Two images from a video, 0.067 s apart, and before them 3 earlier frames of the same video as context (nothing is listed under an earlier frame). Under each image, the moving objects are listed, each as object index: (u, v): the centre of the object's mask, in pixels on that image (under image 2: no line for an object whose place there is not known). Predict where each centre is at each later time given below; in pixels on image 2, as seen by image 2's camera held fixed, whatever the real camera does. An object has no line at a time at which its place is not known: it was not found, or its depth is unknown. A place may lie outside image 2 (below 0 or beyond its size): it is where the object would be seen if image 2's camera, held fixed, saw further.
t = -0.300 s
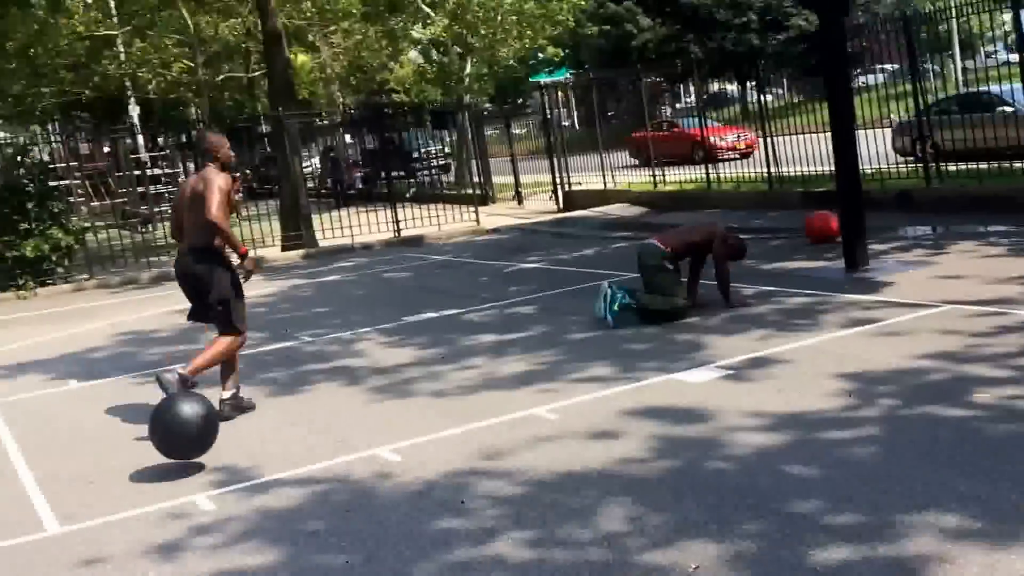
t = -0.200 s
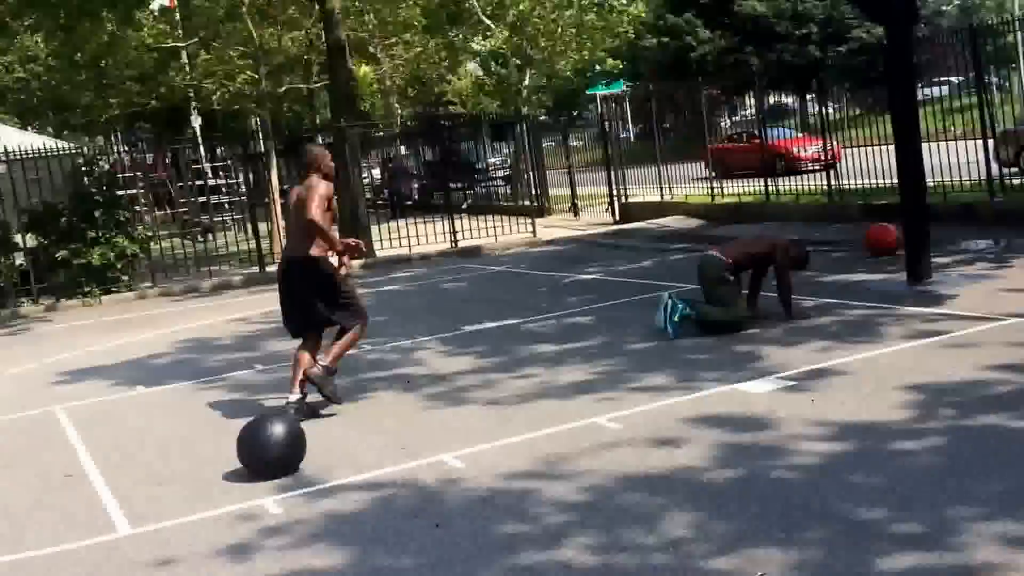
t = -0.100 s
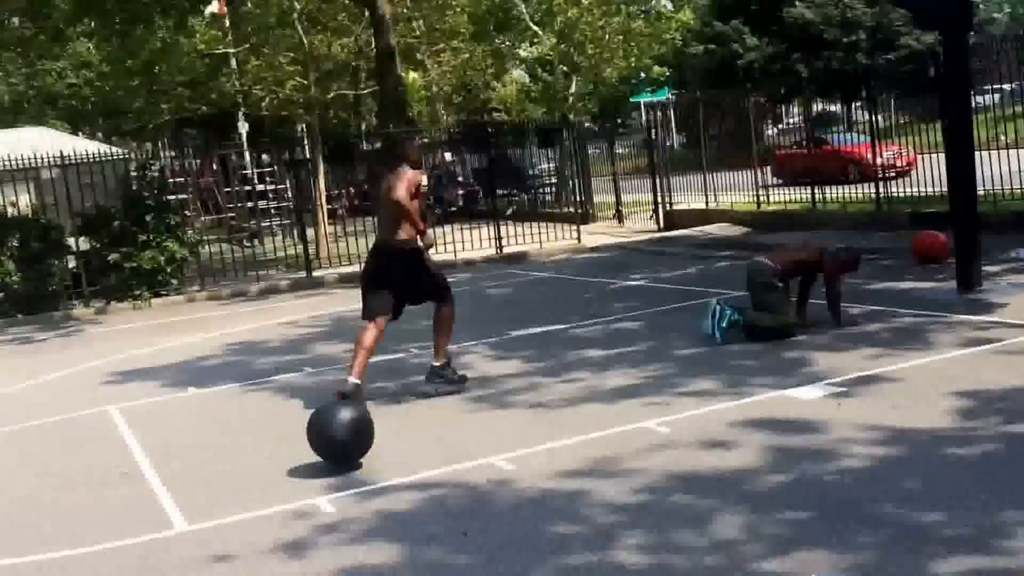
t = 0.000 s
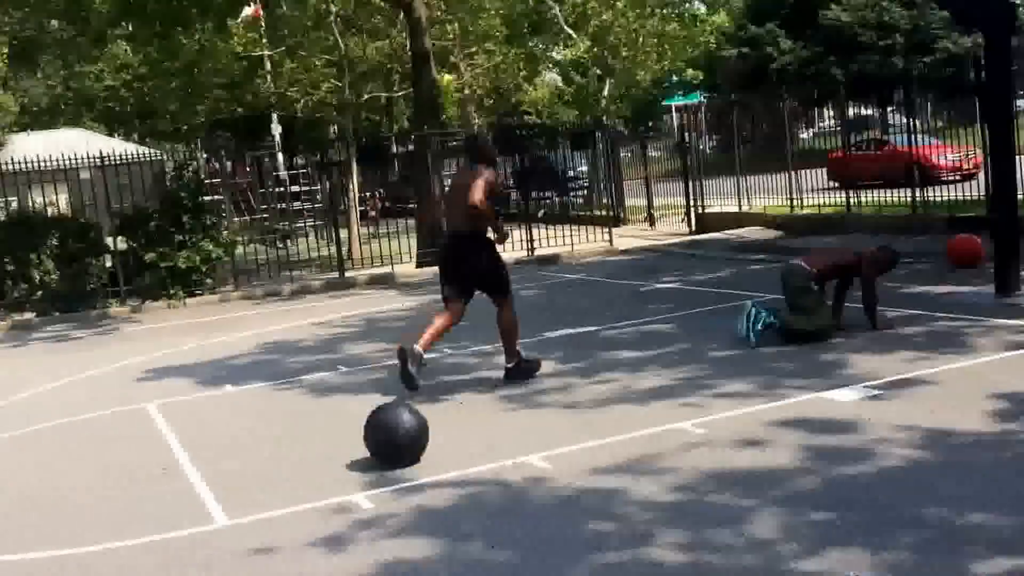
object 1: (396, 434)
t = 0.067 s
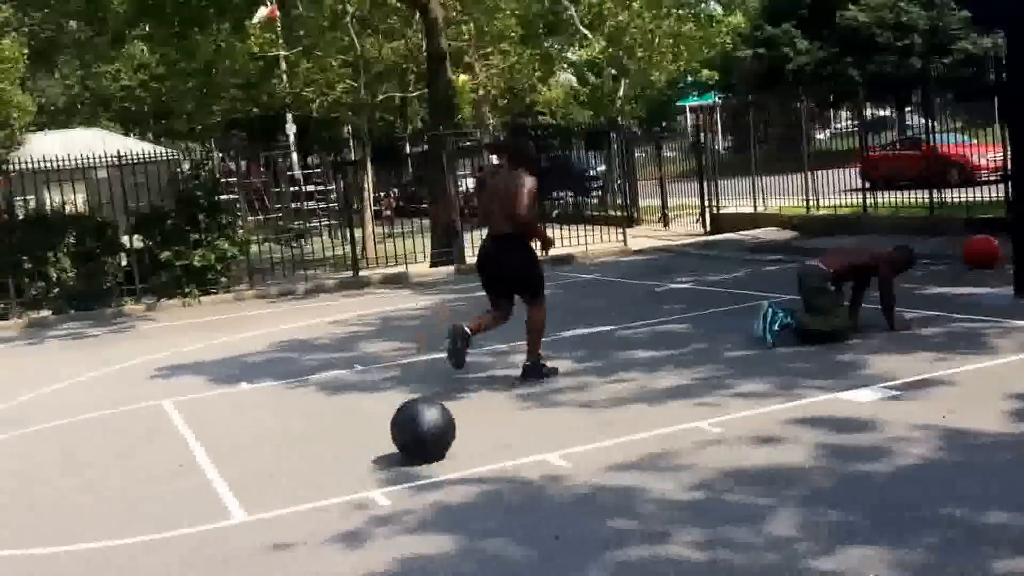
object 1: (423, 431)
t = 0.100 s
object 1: (427, 429)
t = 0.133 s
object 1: (432, 428)
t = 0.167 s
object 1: (436, 428)
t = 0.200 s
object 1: (440, 427)
